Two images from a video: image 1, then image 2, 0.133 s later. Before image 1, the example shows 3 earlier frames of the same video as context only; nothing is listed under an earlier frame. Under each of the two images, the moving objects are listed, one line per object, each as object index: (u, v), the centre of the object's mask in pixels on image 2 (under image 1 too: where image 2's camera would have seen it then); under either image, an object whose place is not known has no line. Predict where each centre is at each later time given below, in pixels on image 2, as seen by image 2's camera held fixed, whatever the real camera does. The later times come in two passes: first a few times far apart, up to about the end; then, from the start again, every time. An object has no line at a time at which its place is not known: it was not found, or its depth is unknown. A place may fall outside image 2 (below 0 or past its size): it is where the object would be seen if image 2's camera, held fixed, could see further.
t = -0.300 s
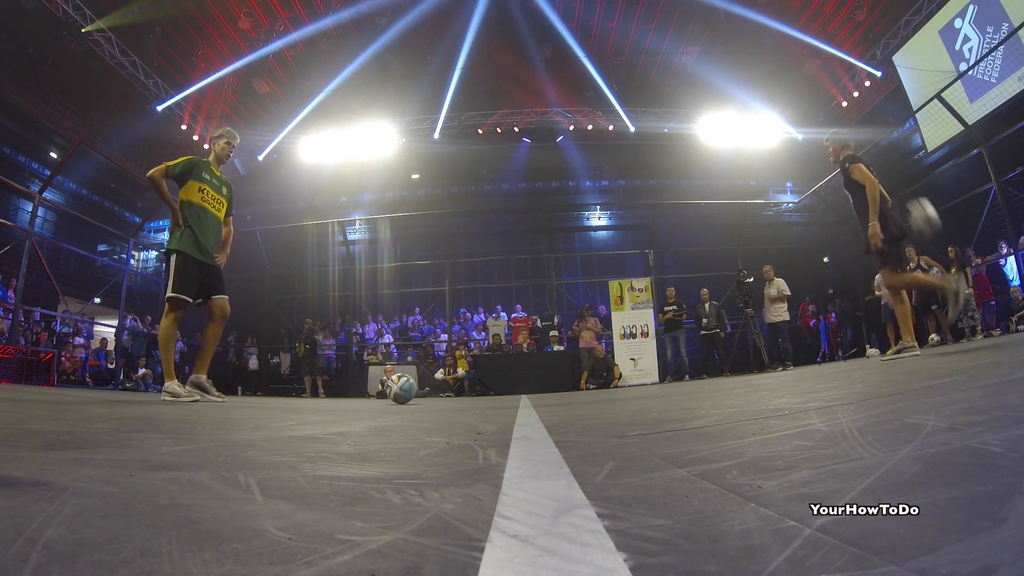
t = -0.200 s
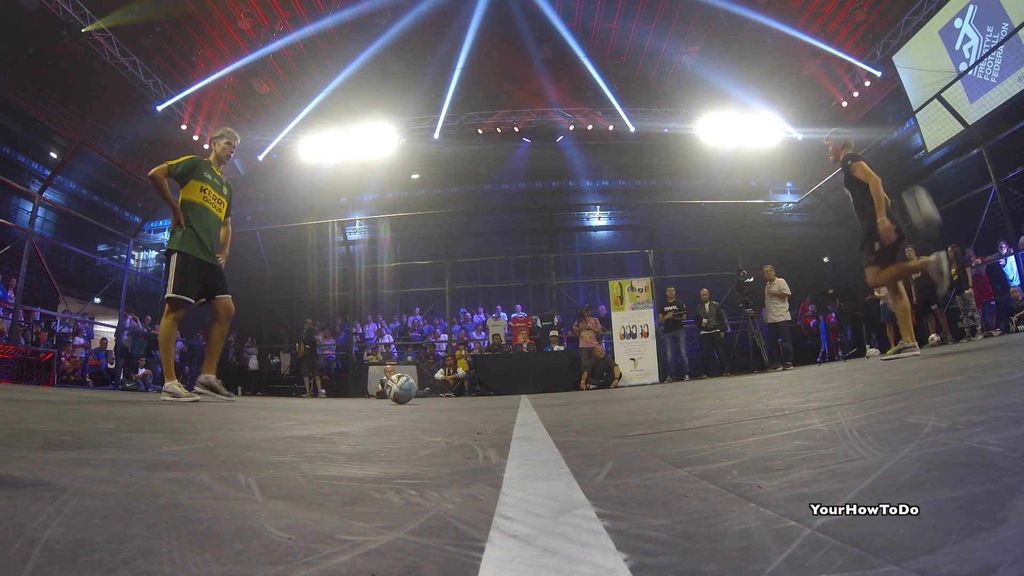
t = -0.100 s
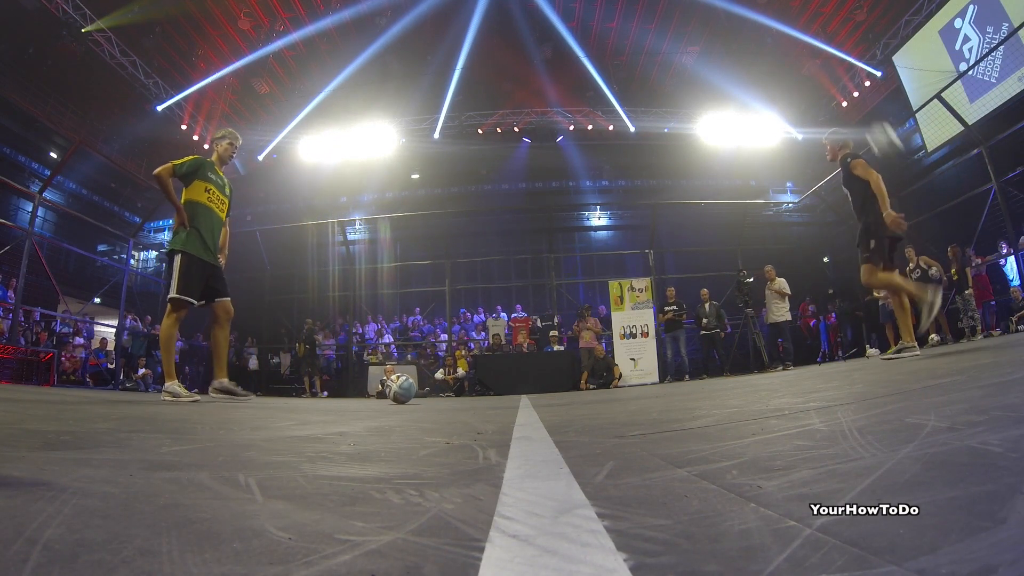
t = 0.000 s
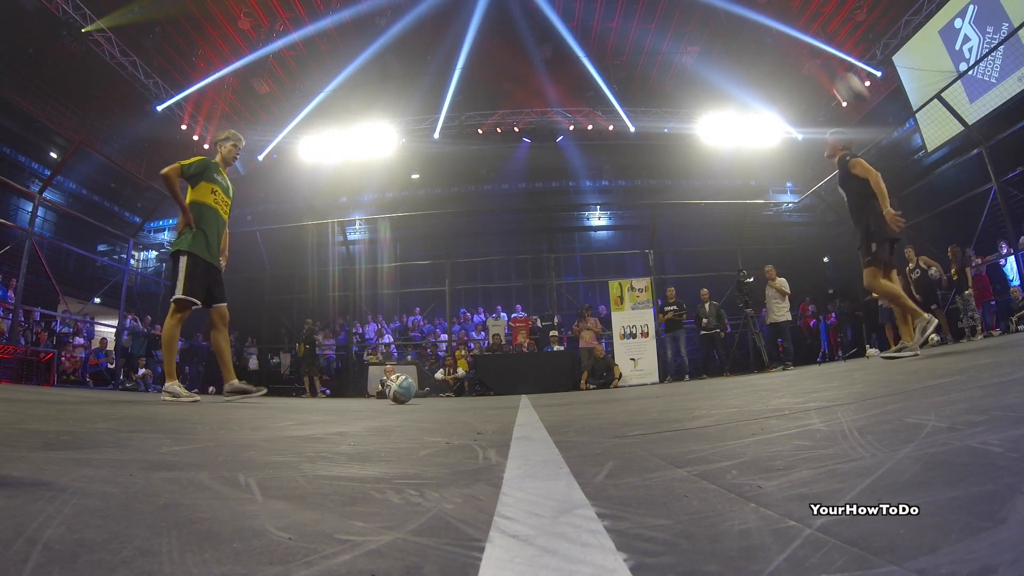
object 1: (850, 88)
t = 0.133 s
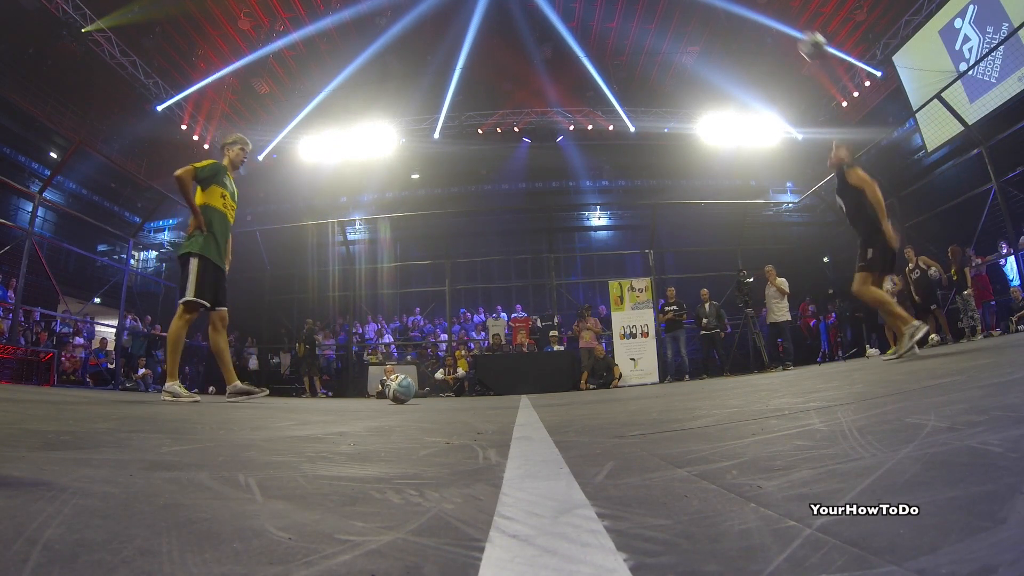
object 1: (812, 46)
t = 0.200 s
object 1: (797, 31)
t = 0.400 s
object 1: (759, 14)
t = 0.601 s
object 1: (735, 34)
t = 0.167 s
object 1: (804, 37)
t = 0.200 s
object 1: (797, 31)
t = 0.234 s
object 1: (789, 25)
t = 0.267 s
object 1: (782, 21)
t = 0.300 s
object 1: (777, 18)
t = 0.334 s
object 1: (771, 16)
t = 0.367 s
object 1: (765, 15)
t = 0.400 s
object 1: (759, 14)
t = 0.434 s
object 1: (755, 15)
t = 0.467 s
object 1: (749, 17)
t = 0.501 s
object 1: (745, 19)
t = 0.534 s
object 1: (741, 23)
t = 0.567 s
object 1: (738, 28)
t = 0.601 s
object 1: (735, 34)
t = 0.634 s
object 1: (732, 40)
